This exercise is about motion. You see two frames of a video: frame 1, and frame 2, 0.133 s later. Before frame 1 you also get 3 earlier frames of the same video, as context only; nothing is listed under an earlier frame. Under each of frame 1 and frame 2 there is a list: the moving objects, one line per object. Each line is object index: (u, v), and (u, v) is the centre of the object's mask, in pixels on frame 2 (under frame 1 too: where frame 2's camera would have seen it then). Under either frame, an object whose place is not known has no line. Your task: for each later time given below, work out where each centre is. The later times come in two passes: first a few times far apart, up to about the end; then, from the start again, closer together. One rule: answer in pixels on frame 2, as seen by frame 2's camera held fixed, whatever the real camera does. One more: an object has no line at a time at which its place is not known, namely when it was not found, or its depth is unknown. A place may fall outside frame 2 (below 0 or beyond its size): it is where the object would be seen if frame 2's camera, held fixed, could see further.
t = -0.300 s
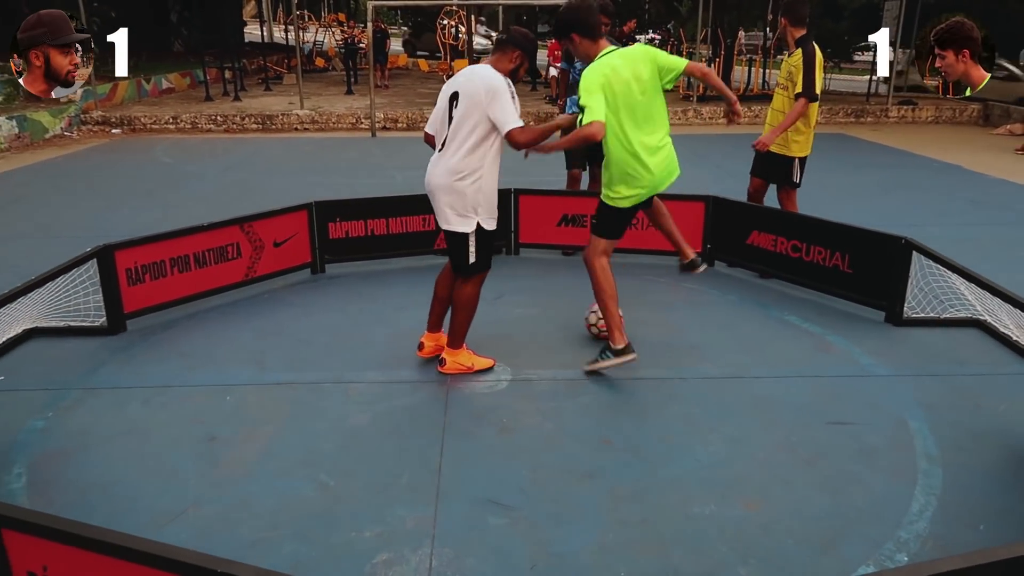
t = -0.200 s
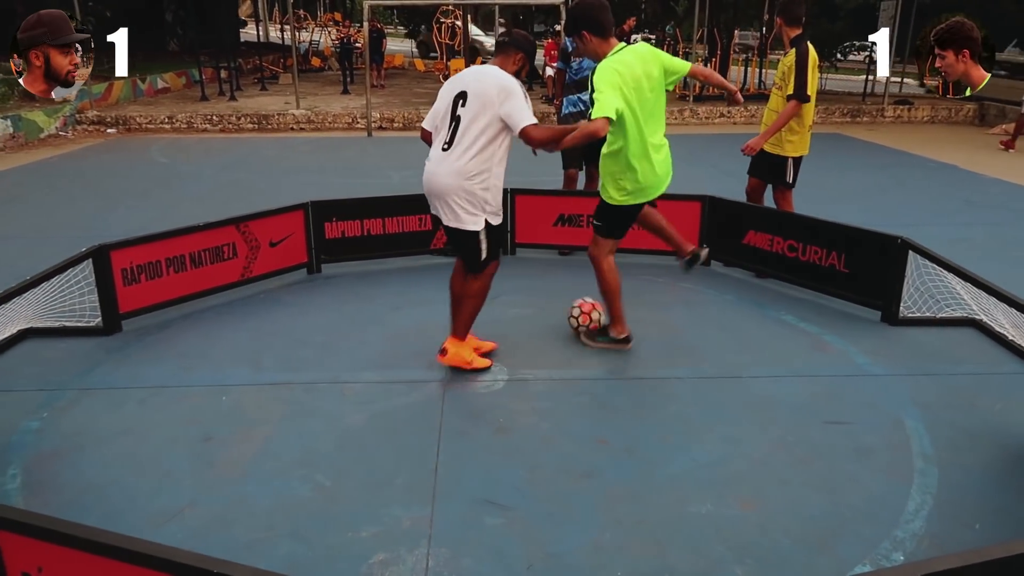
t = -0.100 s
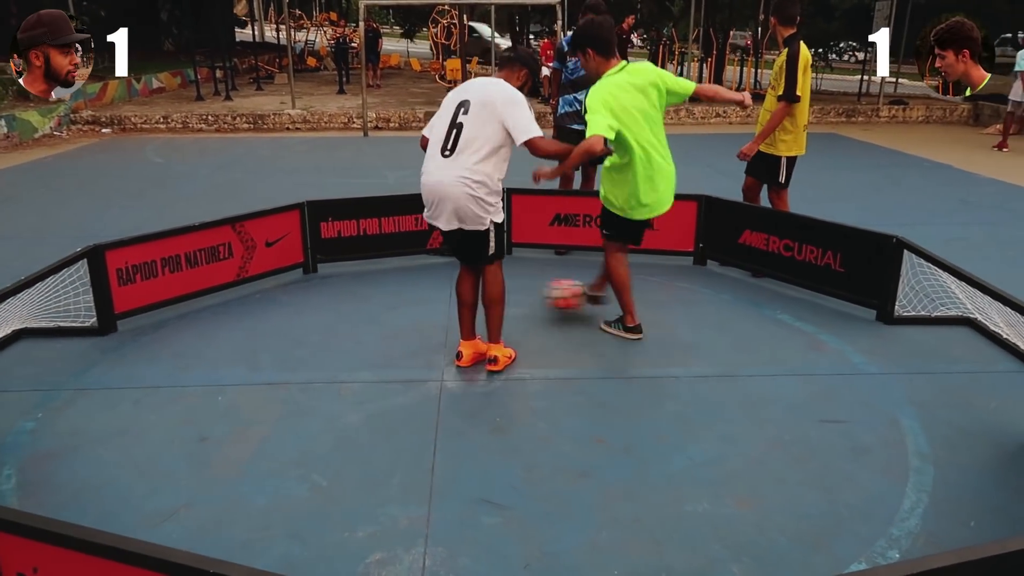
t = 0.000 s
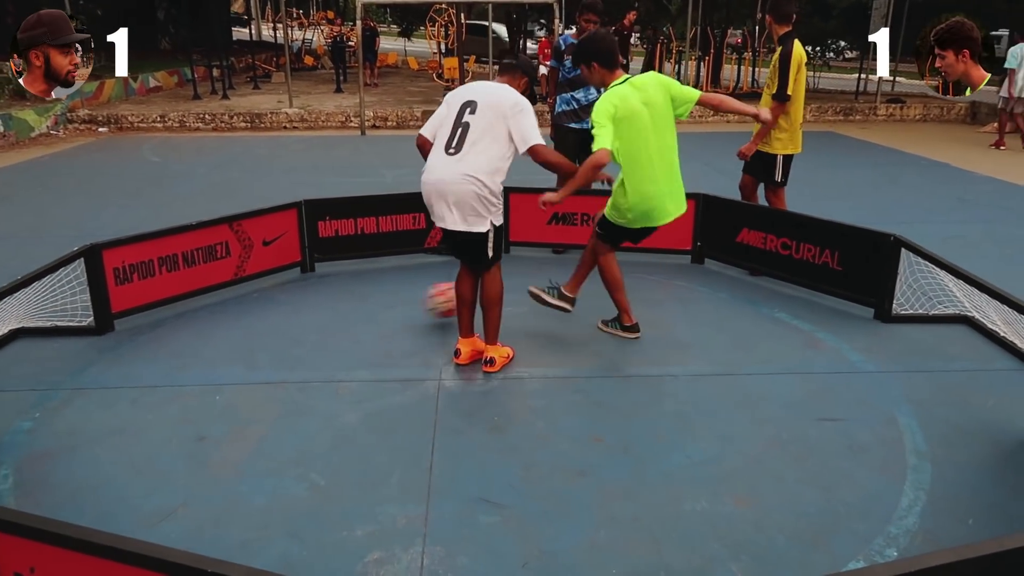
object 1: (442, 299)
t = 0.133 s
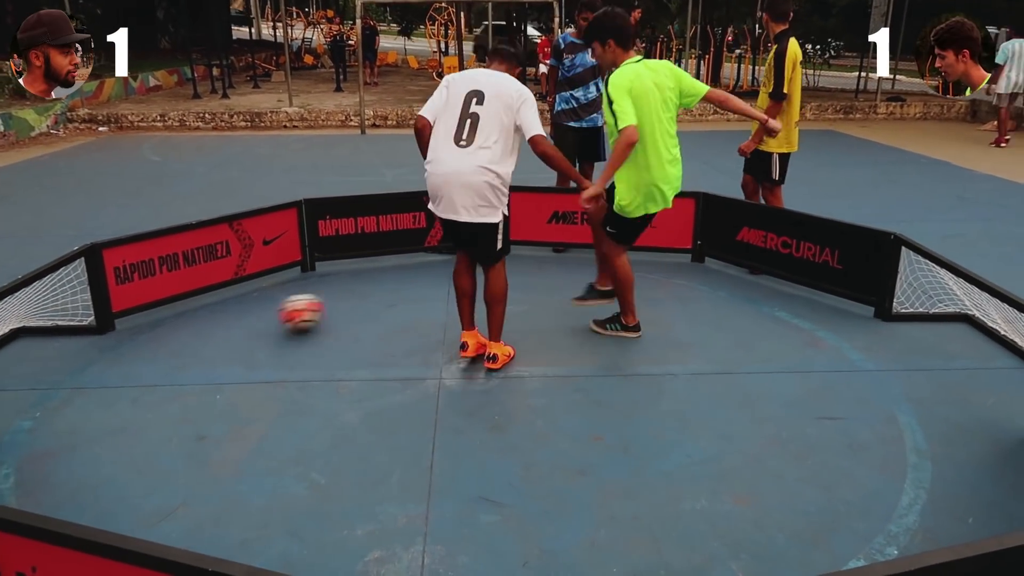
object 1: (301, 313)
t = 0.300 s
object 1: (150, 326)
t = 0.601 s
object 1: (17, 322)
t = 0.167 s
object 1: (267, 316)
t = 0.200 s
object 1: (236, 318)
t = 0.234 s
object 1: (206, 322)
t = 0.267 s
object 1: (177, 324)
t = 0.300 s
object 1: (150, 326)
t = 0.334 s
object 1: (122, 328)
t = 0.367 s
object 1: (95, 331)
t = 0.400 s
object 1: (66, 333)
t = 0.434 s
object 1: (37, 336)
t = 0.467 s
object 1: (13, 337)
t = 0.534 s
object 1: (5, 321)
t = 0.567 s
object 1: (8, 321)
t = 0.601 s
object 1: (17, 322)
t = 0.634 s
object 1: (30, 328)
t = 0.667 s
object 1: (41, 334)
